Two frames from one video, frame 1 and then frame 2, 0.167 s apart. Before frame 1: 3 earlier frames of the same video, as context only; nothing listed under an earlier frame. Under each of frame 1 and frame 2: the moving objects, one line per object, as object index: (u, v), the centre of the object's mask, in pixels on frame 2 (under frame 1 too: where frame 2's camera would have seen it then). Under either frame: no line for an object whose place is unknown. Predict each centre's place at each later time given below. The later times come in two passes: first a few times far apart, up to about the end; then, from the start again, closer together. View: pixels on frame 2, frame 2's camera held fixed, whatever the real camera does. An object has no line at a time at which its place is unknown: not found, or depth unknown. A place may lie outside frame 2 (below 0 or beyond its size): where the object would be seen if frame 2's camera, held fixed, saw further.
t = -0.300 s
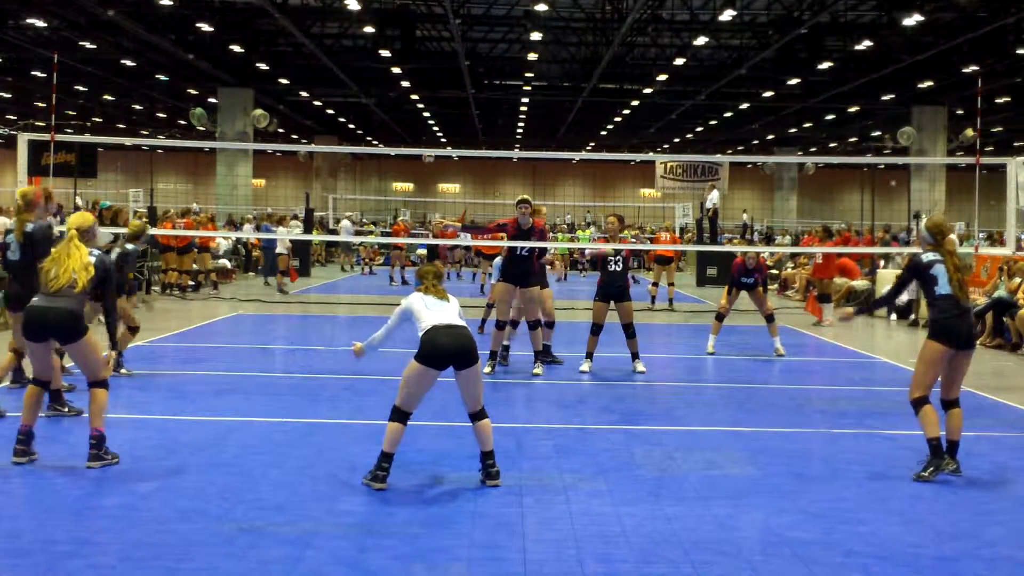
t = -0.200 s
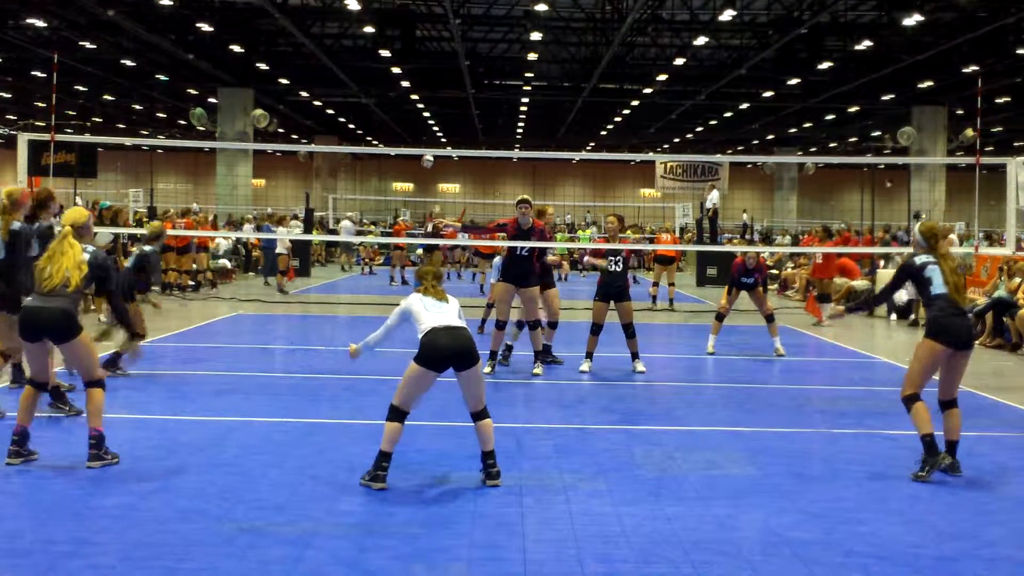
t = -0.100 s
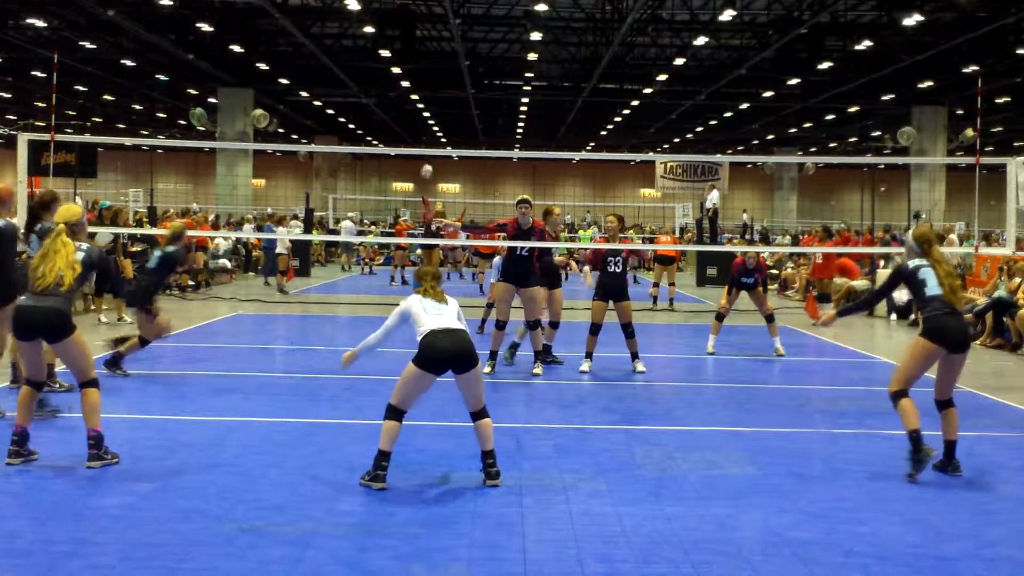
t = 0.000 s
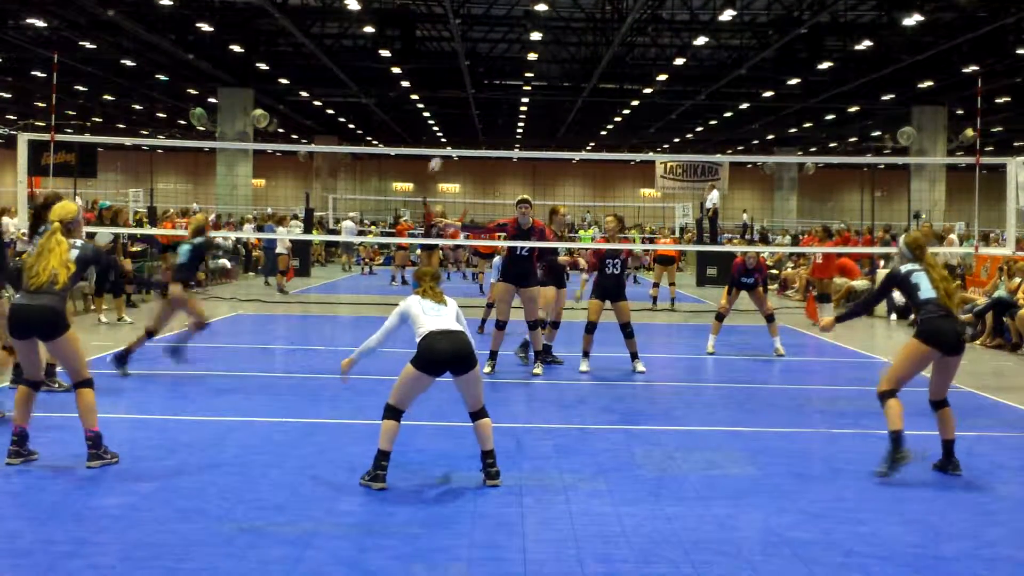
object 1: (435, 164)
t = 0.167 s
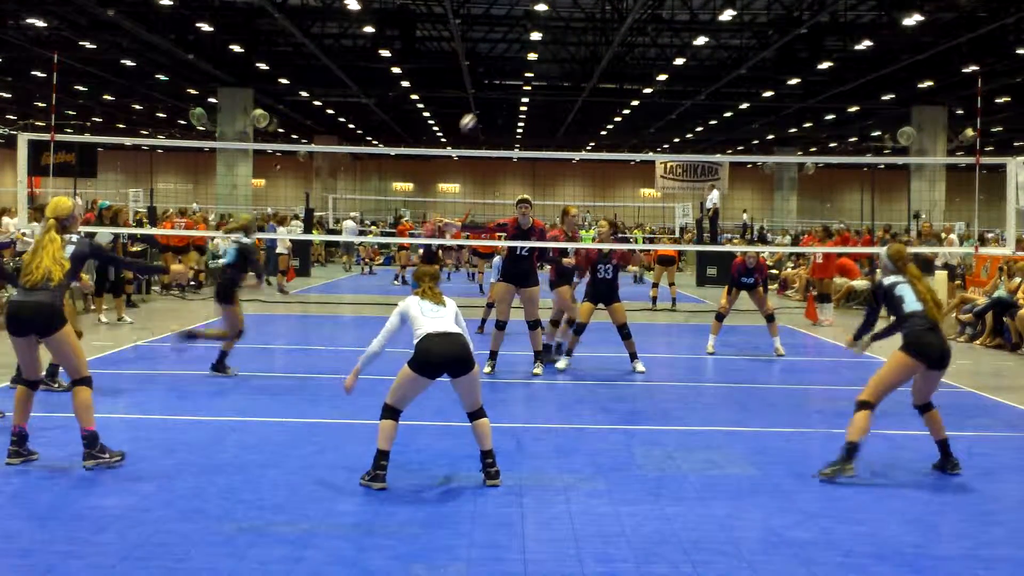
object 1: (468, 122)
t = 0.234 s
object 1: (483, 108)
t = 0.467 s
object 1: (549, 65)
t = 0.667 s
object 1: (619, 56)
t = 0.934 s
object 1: (749, 119)
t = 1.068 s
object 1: (845, 202)
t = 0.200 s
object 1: (475, 115)
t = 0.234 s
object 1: (483, 108)
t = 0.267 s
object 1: (491, 100)
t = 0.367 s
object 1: (517, 80)
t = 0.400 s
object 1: (528, 74)
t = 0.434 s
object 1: (539, 68)
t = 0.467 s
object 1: (549, 65)
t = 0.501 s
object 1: (560, 63)
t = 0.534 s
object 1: (571, 59)
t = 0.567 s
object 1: (583, 57)
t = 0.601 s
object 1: (594, 56)
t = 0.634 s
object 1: (607, 56)
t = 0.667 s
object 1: (619, 56)
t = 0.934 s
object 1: (749, 119)
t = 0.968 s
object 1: (771, 136)
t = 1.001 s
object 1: (793, 156)
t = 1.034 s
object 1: (820, 182)
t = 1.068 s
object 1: (845, 202)
